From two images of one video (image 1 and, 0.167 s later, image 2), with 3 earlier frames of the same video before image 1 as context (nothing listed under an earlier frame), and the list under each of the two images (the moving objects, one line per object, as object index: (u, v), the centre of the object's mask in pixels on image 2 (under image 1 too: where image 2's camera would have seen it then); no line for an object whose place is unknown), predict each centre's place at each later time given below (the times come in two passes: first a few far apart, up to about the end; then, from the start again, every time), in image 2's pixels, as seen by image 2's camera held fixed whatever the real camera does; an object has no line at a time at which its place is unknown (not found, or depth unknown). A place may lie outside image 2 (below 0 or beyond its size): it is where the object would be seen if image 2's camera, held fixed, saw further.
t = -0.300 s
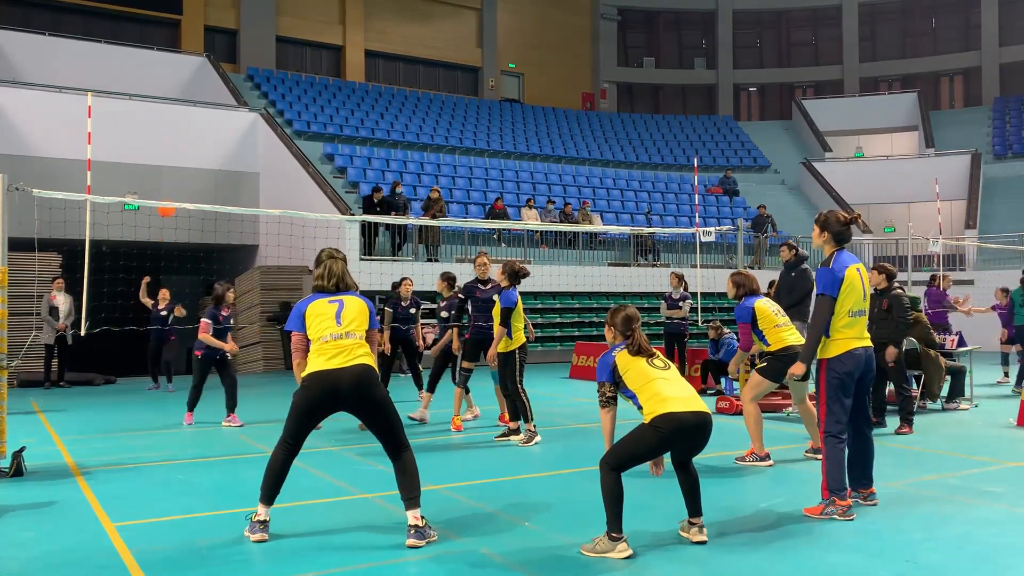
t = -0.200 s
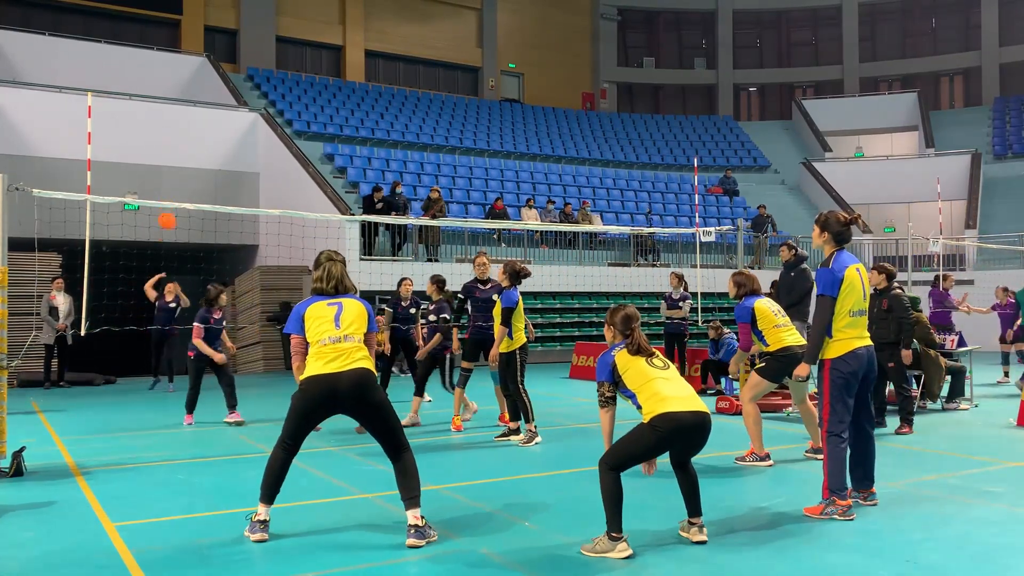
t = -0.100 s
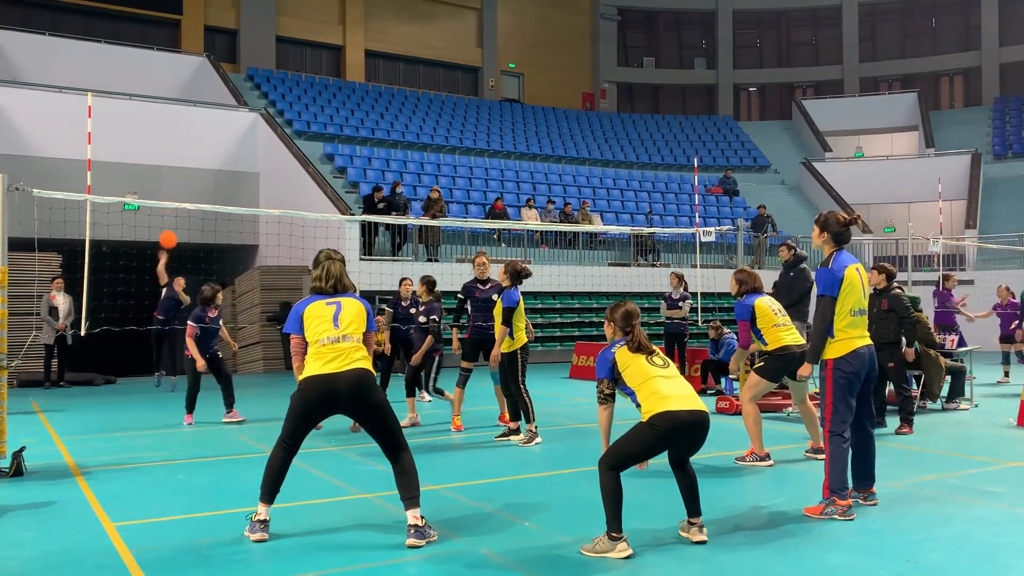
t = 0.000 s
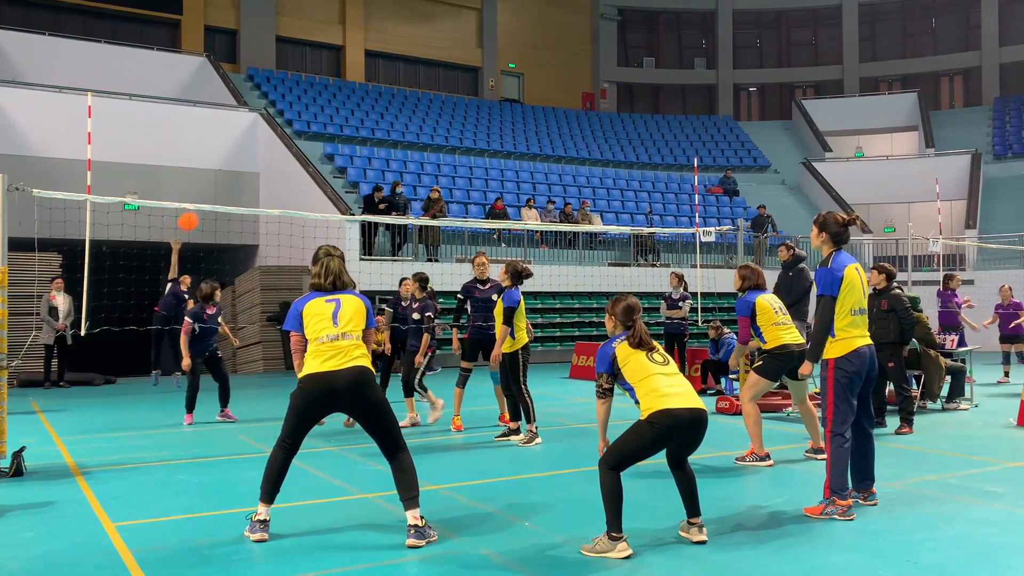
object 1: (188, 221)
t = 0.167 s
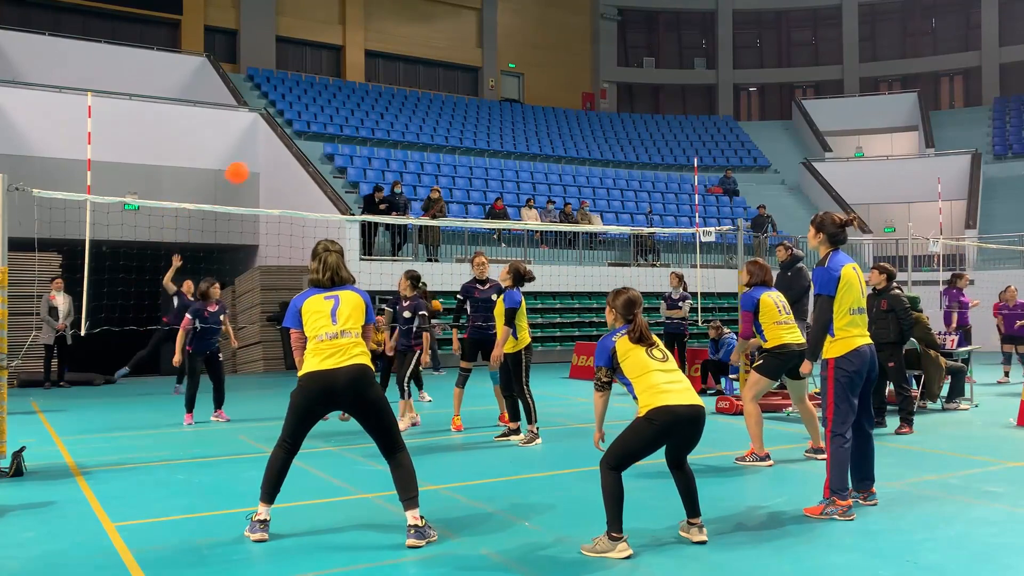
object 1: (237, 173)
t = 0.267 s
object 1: (271, 147)
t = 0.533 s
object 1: (371, 107)
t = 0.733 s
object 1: (470, 120)
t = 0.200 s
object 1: (248, 164)
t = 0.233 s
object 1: (259, 156)
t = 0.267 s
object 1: (271, 147)
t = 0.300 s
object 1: (283, 139)
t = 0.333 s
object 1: (294, 132)
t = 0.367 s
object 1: (306, 126)
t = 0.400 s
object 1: (318, 120)
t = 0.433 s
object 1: (330, 115)
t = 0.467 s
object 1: (343, 112)
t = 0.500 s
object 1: (357, 109)
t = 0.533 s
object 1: (371, 107)
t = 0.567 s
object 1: (386, 106)
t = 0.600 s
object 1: (401, 107)
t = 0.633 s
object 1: (417, 108)
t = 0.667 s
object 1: (433, 111)
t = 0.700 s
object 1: (451, 114)
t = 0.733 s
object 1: (470, 120)
